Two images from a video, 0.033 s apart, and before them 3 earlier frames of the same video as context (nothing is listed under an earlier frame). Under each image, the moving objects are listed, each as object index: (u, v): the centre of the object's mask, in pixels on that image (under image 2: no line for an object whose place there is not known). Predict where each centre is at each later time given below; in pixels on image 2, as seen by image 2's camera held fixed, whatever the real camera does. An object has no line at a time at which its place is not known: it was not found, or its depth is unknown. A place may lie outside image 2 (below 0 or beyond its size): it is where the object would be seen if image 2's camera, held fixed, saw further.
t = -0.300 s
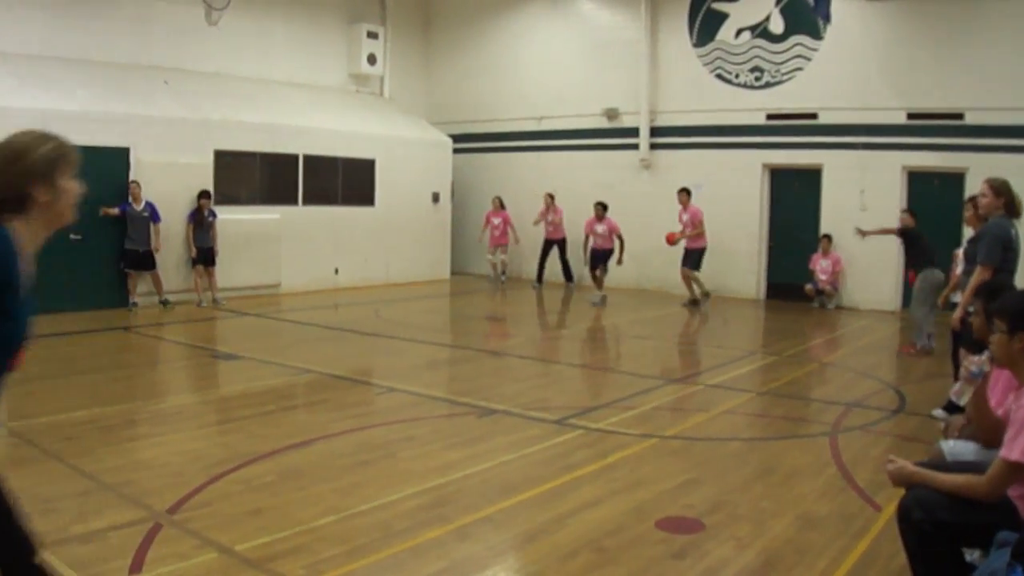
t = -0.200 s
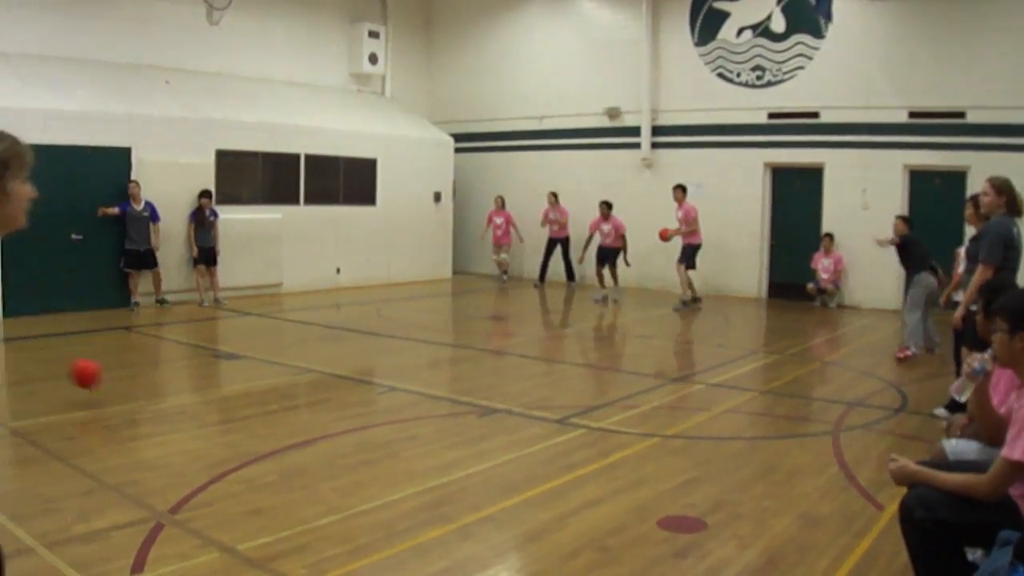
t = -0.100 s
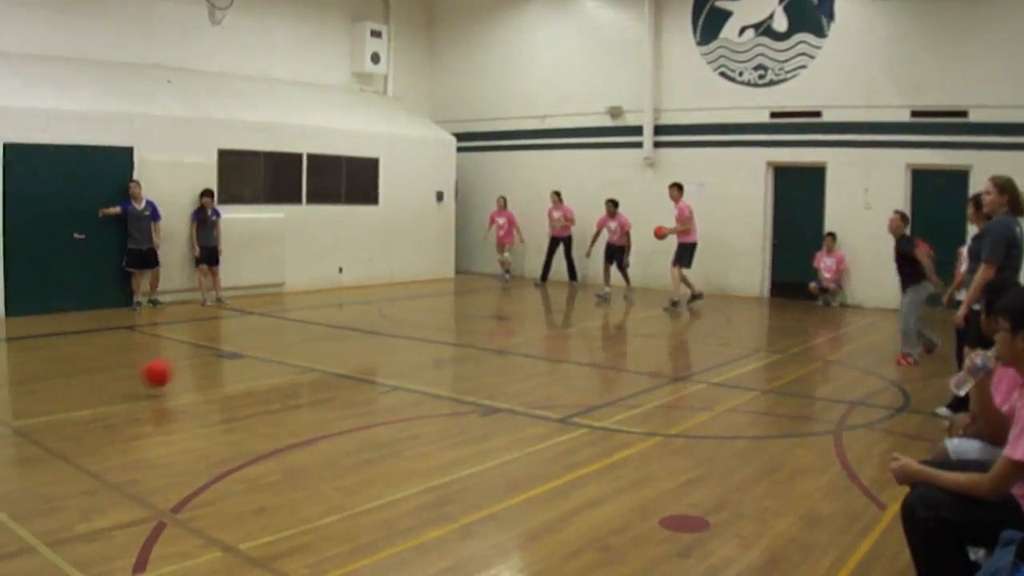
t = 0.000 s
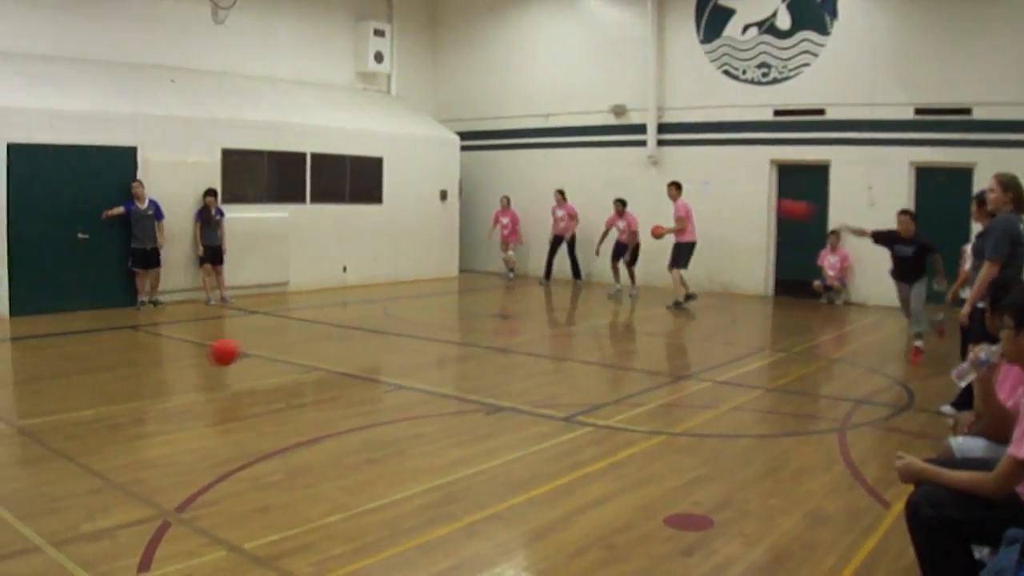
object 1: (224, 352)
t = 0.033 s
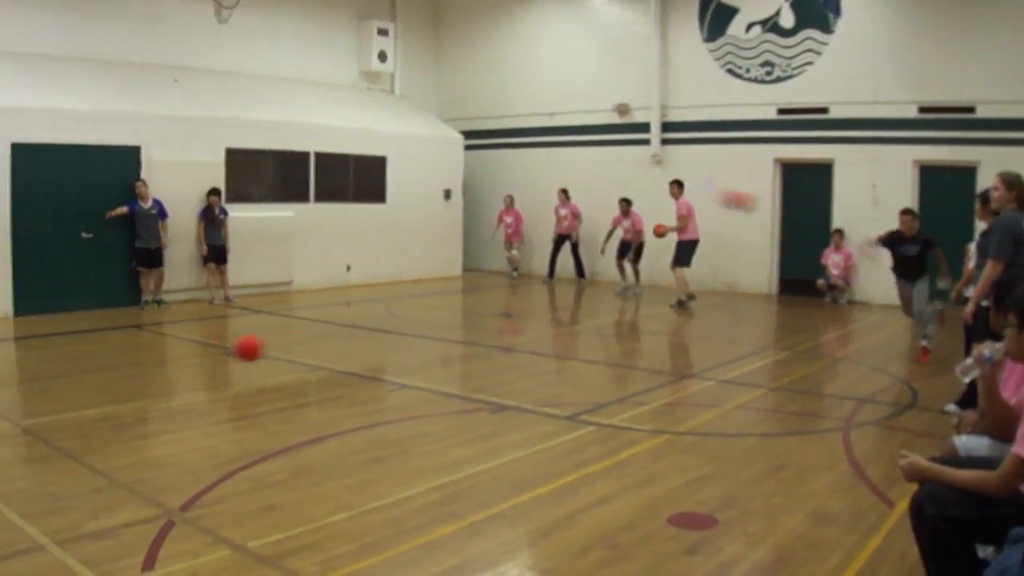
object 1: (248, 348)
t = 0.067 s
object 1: (269, 346)
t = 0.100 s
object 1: (288, 346)
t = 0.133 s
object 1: (308, 347)
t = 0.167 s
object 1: (326, 349)
